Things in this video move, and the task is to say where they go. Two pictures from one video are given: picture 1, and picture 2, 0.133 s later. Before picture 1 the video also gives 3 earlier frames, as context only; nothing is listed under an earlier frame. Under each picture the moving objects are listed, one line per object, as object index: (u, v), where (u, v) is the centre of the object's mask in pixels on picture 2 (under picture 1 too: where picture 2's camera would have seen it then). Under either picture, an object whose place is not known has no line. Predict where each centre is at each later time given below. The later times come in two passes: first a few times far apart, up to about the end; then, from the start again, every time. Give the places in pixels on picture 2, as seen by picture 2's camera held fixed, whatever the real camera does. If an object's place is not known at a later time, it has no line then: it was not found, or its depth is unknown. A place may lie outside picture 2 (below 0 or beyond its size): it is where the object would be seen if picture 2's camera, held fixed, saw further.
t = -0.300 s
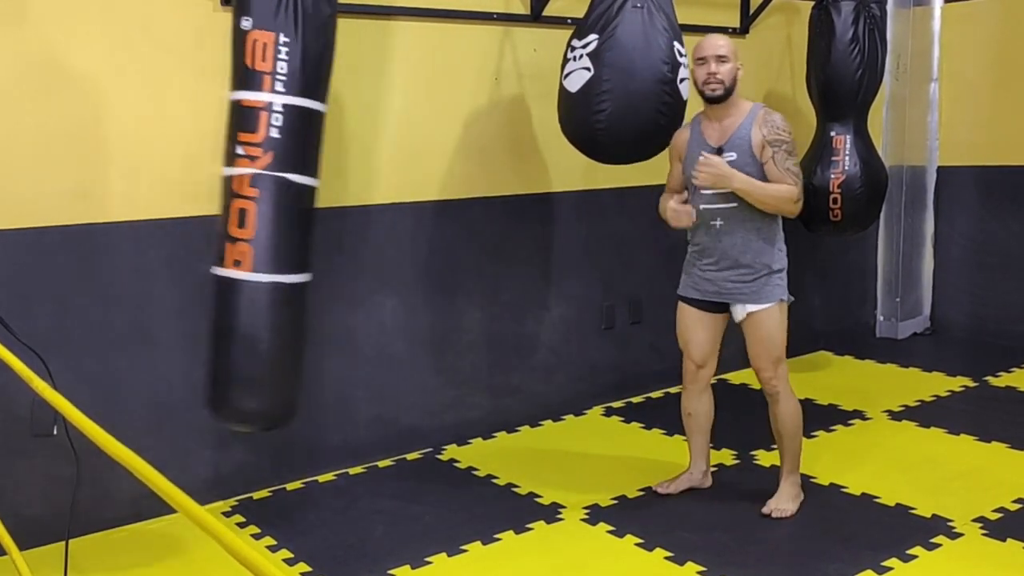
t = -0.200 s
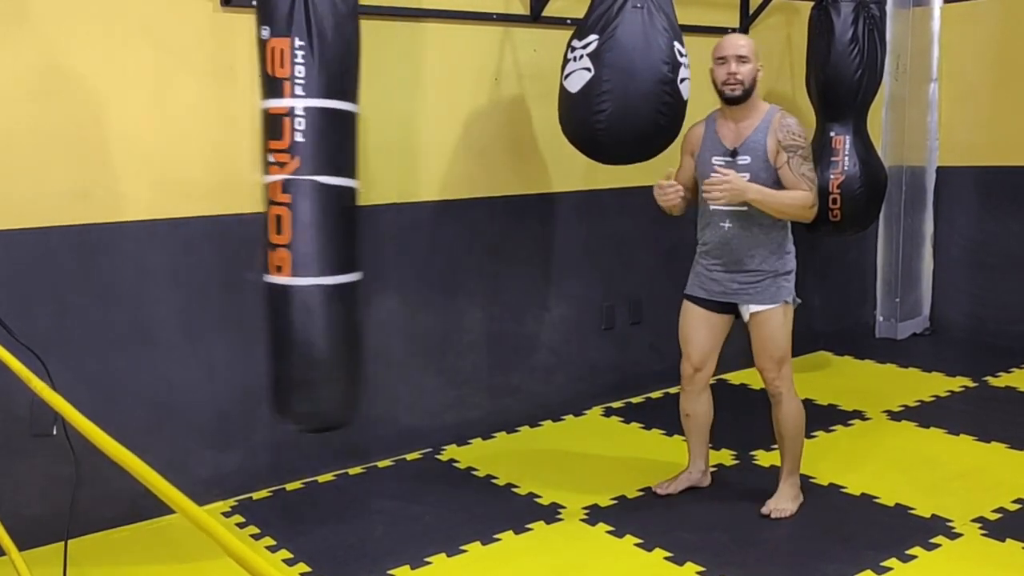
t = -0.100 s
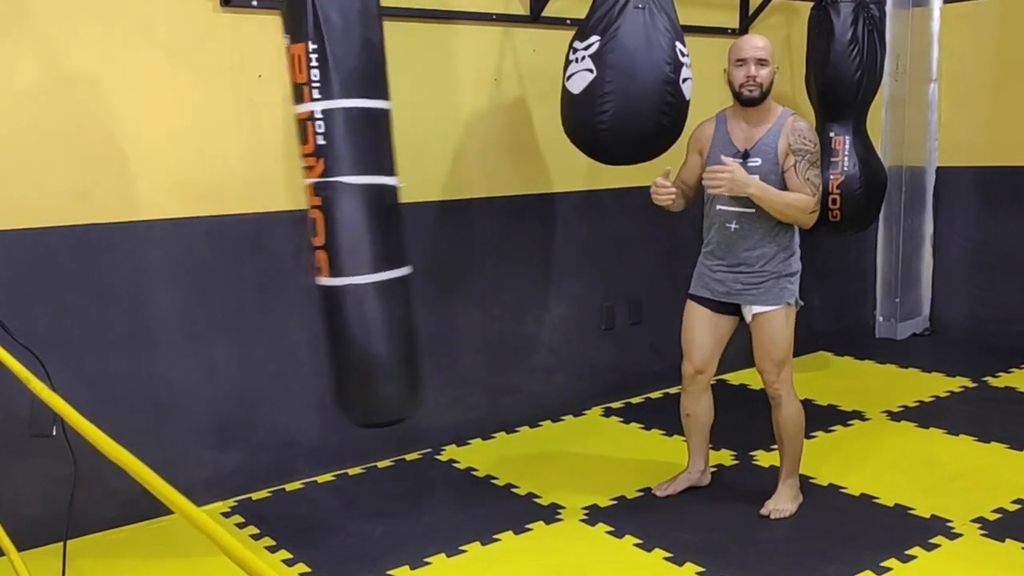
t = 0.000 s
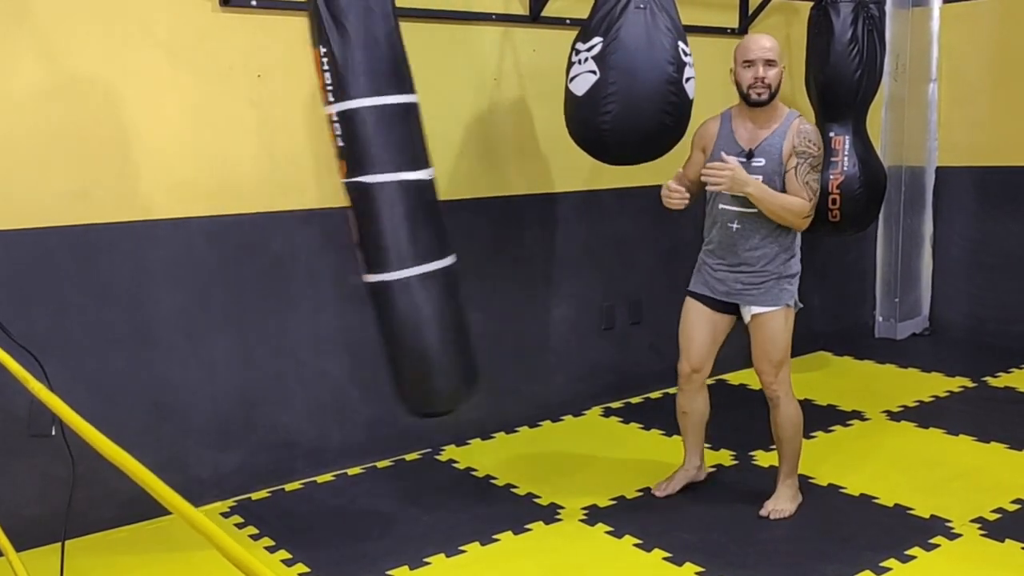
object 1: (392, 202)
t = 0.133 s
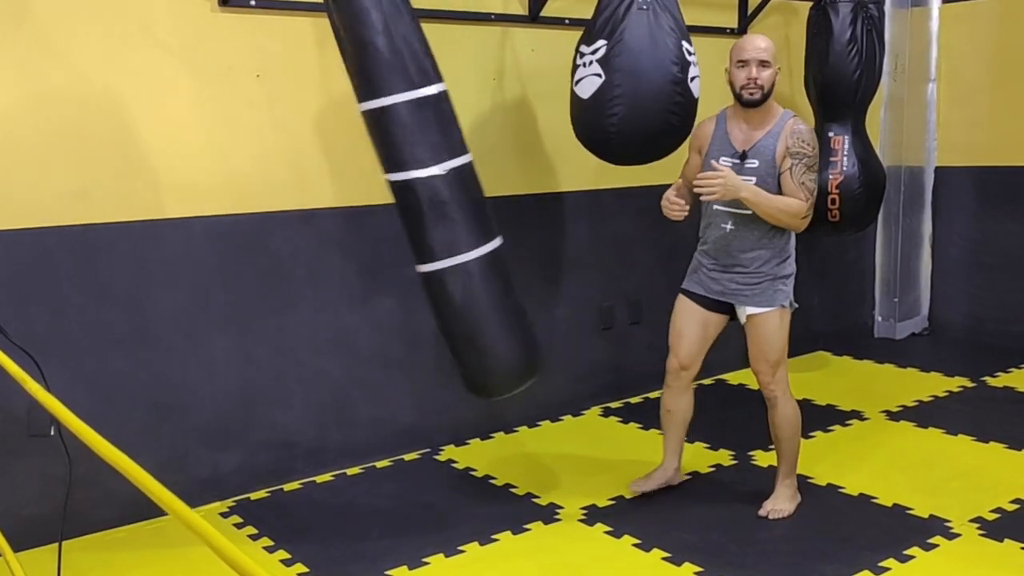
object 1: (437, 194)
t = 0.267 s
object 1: (465, 181)
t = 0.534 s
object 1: (476, 181)
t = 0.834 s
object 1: (407, 204)
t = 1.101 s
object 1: (297, 214)
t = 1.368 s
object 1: (197, 206)
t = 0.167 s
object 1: (445, 190)
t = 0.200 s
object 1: (452, 186)
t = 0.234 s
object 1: (459, 184)
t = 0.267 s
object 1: (465, 181)
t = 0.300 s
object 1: (469, 180)
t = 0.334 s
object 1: (473, 178)
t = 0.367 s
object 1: (475, 177)
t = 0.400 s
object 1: (477, 176)
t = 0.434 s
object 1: (477, 176)
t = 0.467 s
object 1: (478, 176)
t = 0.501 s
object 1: (477, 178)
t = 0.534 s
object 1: (476, 181)
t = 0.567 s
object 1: (473, 184)
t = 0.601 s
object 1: (468, 185)
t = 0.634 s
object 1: (462, 188)
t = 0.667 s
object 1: (459, 194)
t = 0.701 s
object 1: (448, 193)
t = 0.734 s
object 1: (439, 195)
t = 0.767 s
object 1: (429, 198)
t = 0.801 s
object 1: (419, 202)
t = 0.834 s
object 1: (407, 204)
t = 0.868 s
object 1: (395, 205)
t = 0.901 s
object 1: (382, 207)
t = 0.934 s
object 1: (369, 207)
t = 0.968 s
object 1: (355, 209)
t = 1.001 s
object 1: (341, 209)
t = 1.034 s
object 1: (326, 211)
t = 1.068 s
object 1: (311, 213)
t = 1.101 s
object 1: (297, 214)
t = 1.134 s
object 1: (283, 216)
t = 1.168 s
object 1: (269, 217)
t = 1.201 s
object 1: (255, 217)
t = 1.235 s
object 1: (241, 216)
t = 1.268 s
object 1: (229, 215)
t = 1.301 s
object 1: (217, 212)
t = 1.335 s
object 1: (206, 209)
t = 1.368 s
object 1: (197, 206)
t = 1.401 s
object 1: (188, 204)
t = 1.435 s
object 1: (180, 202)
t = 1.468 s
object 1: (174, 199)
